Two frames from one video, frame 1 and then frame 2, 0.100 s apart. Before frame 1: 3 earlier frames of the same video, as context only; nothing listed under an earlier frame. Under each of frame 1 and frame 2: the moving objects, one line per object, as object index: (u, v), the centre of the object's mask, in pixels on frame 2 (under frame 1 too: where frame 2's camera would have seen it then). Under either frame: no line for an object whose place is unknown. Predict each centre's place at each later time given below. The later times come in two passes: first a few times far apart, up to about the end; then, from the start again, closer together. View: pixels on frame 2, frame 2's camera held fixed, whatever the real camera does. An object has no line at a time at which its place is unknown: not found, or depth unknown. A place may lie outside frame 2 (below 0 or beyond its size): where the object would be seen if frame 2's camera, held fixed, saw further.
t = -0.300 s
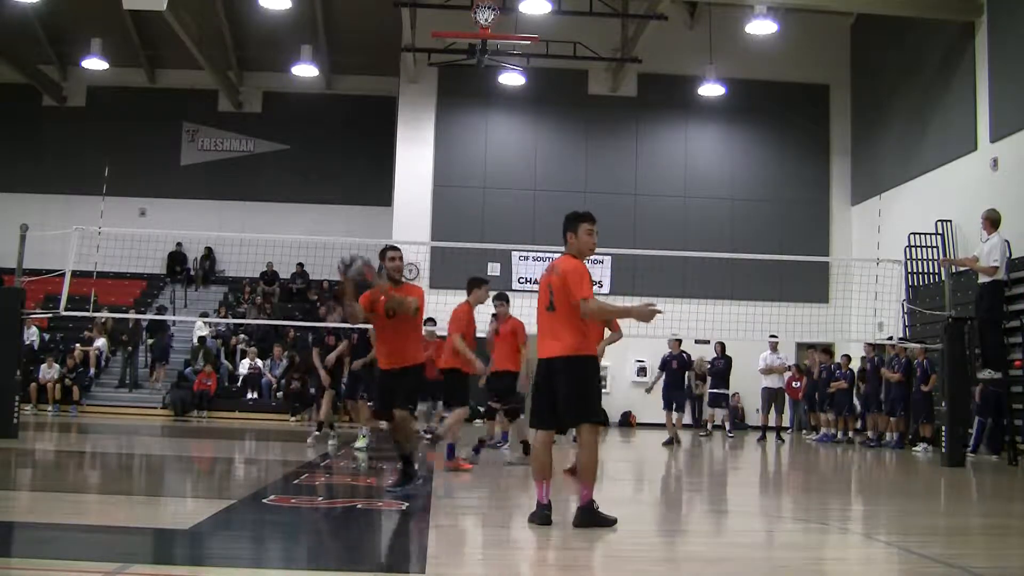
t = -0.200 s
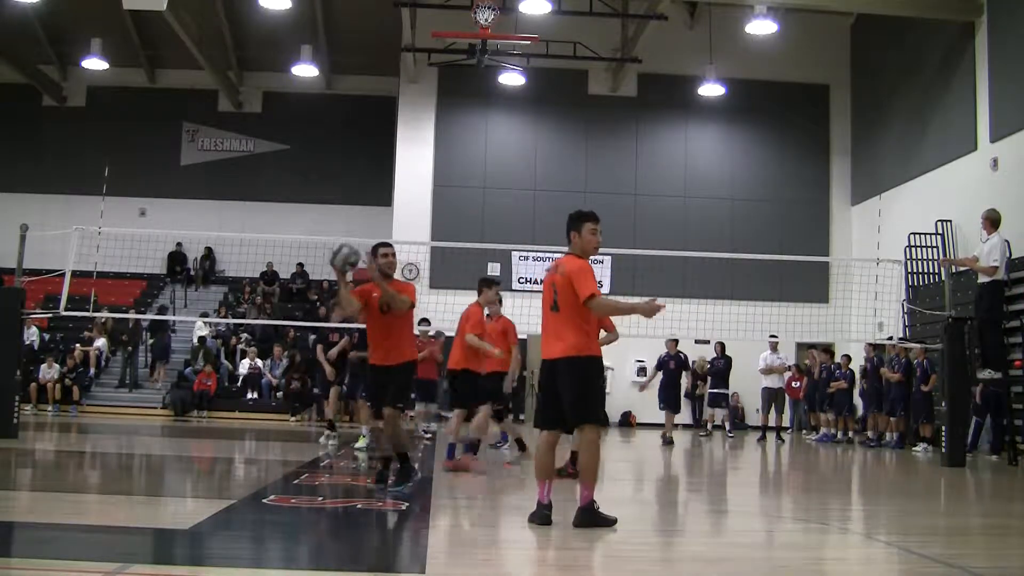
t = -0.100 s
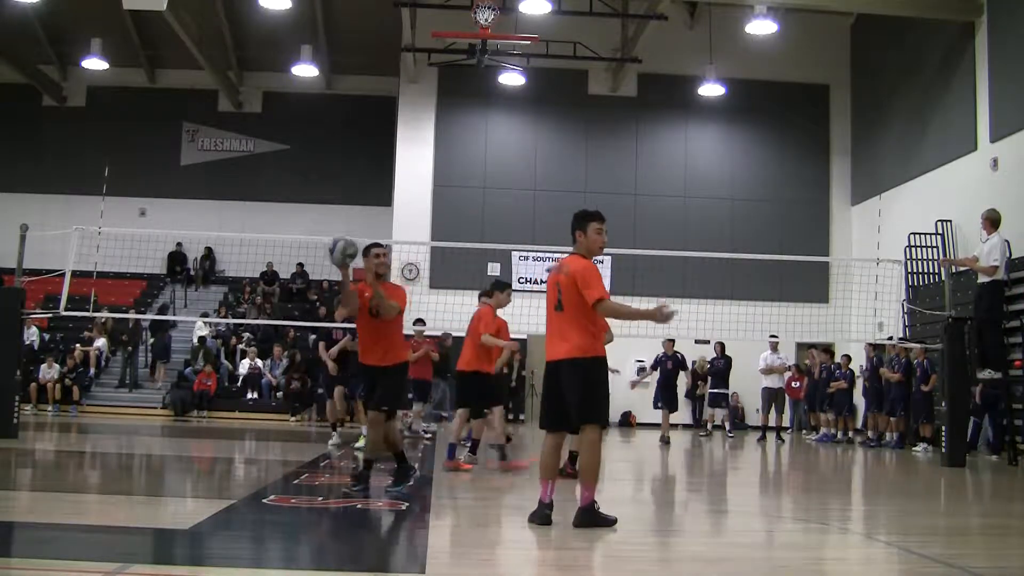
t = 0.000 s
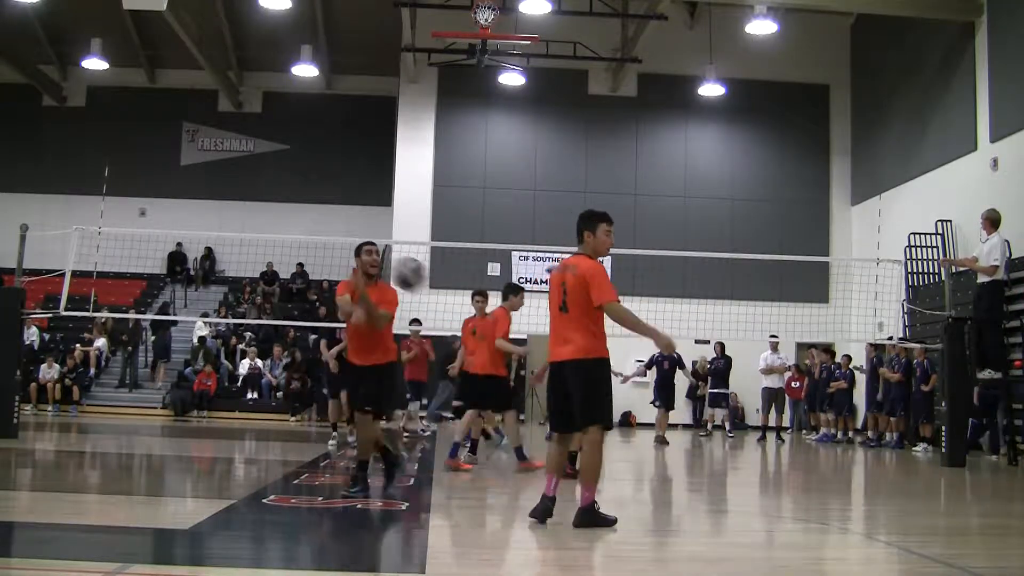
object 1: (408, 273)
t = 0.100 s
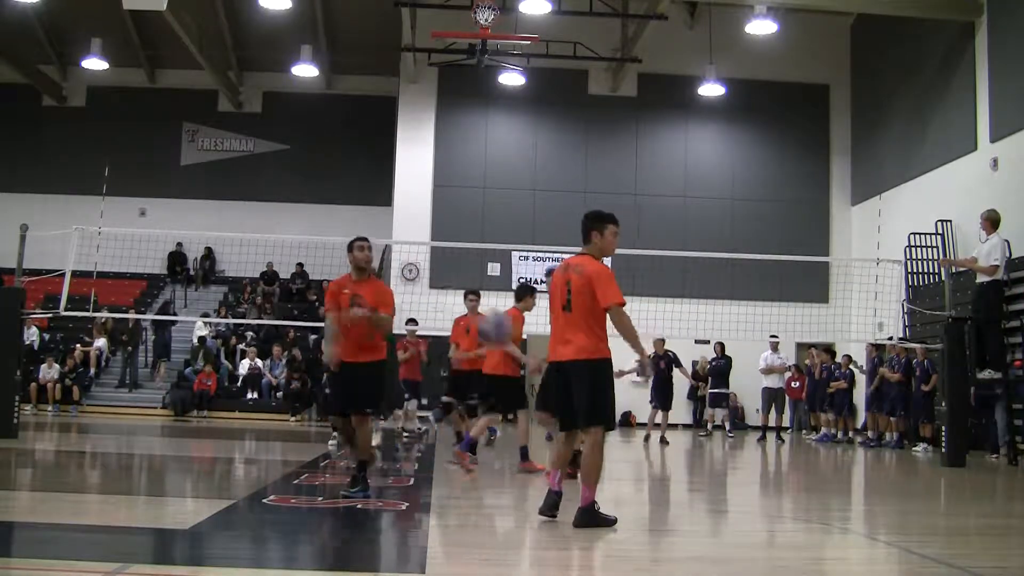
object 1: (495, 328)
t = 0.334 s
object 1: (762, 532)
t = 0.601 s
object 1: (996, 322)
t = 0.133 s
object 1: (528, 355)
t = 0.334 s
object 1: (762, 532)
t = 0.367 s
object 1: (791, 502)
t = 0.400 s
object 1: (816, 468)
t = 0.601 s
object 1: (996, 322)
